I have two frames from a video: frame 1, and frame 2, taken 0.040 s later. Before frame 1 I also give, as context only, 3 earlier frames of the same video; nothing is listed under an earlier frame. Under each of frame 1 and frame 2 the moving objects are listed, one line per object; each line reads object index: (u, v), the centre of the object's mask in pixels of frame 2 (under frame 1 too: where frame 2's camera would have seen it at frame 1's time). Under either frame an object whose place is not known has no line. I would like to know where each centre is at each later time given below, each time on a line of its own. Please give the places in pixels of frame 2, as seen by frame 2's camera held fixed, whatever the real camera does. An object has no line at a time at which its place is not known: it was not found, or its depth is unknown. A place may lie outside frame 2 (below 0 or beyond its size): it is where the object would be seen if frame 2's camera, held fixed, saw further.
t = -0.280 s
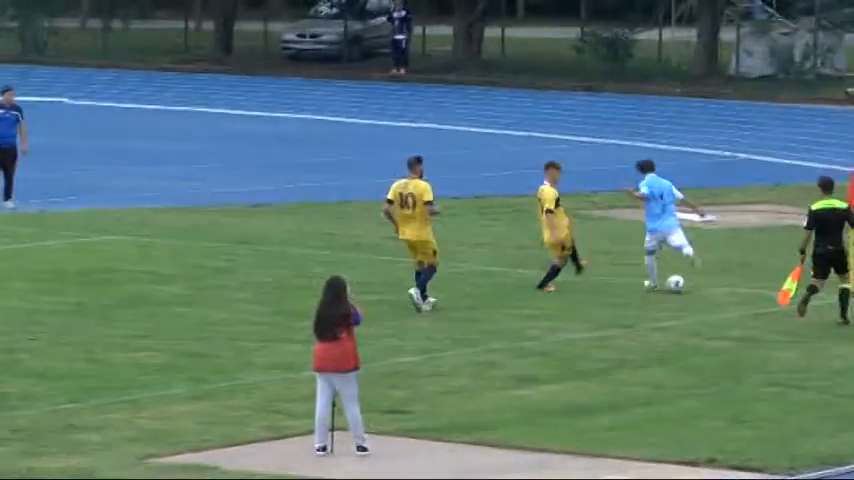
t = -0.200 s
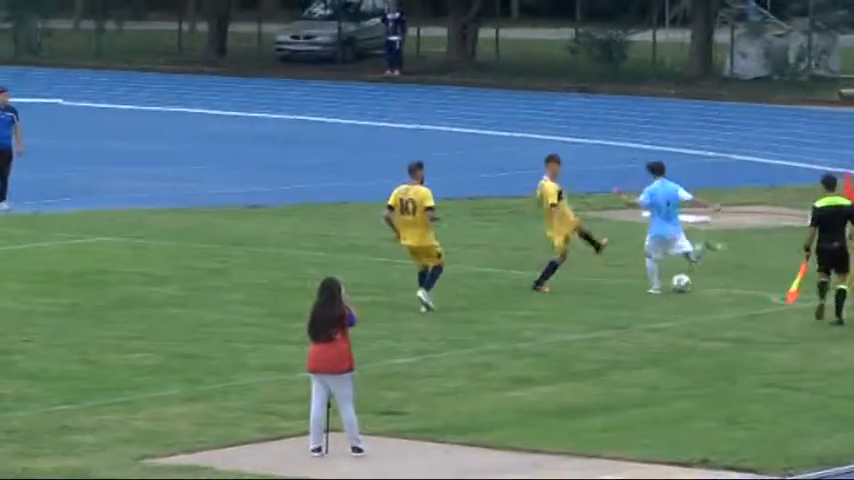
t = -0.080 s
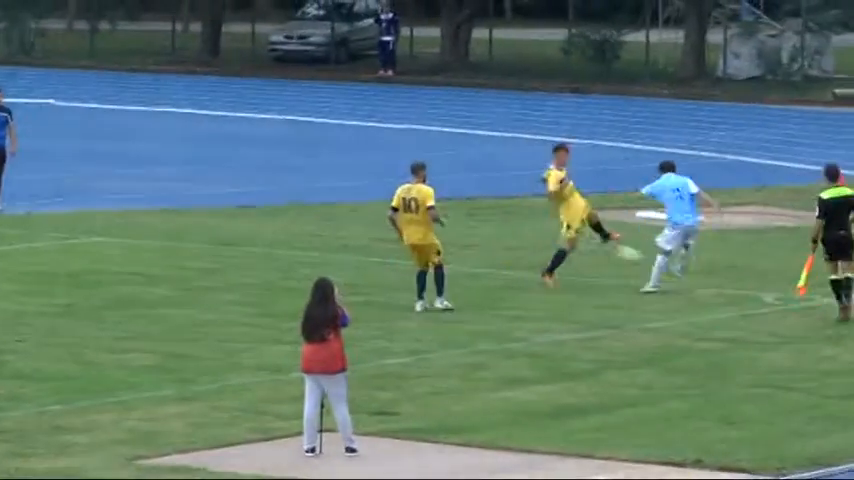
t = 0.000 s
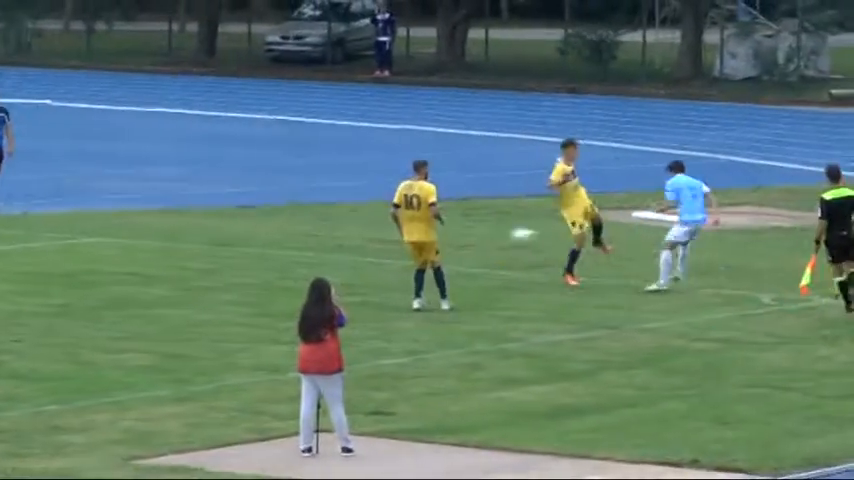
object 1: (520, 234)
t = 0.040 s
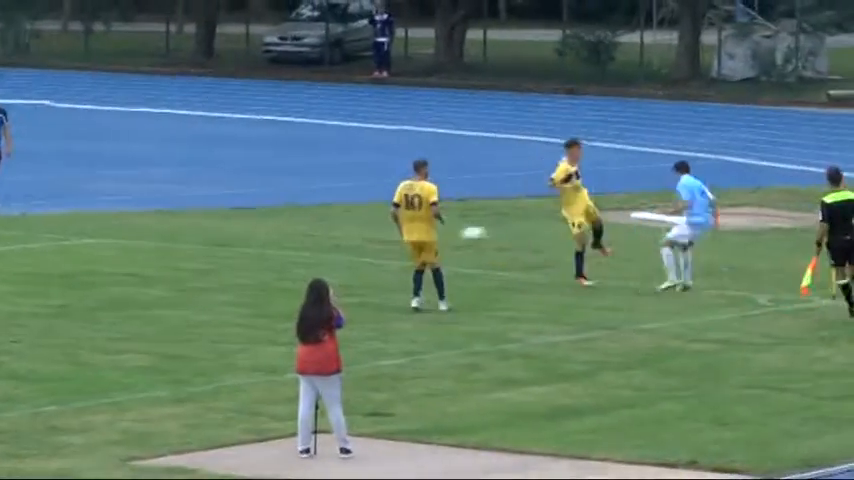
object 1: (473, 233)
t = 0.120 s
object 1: (377, 230)
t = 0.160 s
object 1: (329, 231)
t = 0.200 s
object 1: (283, 231)
